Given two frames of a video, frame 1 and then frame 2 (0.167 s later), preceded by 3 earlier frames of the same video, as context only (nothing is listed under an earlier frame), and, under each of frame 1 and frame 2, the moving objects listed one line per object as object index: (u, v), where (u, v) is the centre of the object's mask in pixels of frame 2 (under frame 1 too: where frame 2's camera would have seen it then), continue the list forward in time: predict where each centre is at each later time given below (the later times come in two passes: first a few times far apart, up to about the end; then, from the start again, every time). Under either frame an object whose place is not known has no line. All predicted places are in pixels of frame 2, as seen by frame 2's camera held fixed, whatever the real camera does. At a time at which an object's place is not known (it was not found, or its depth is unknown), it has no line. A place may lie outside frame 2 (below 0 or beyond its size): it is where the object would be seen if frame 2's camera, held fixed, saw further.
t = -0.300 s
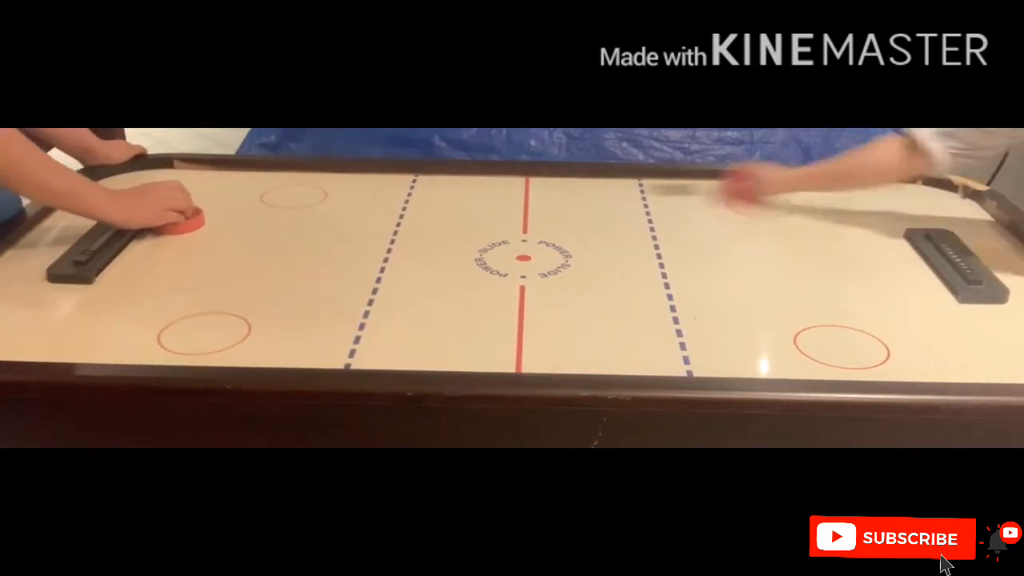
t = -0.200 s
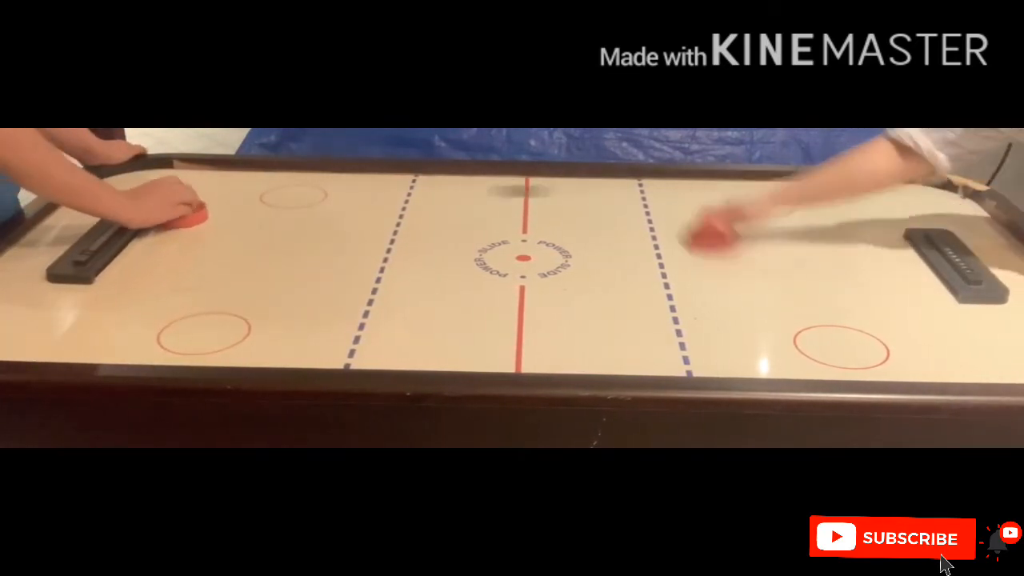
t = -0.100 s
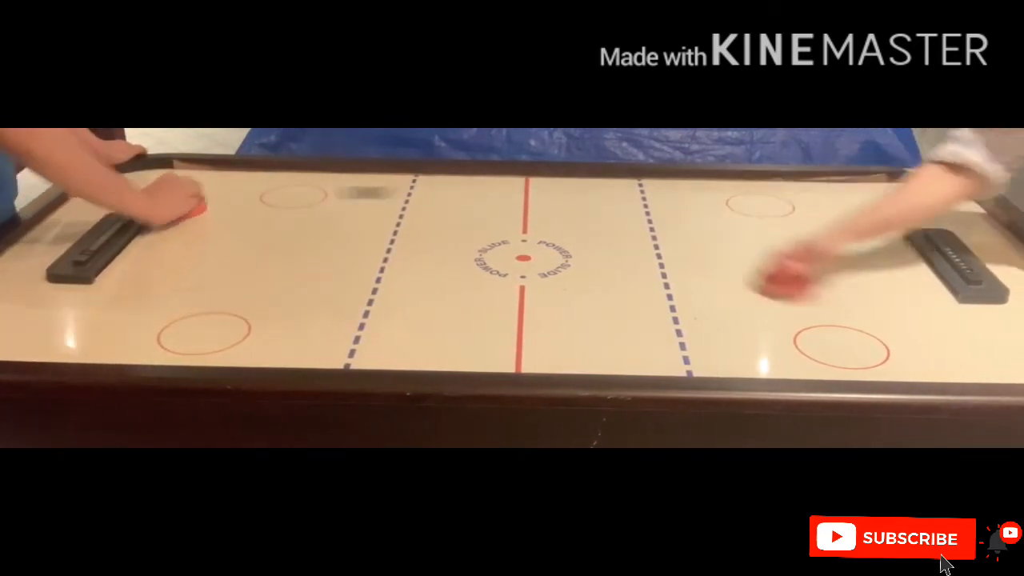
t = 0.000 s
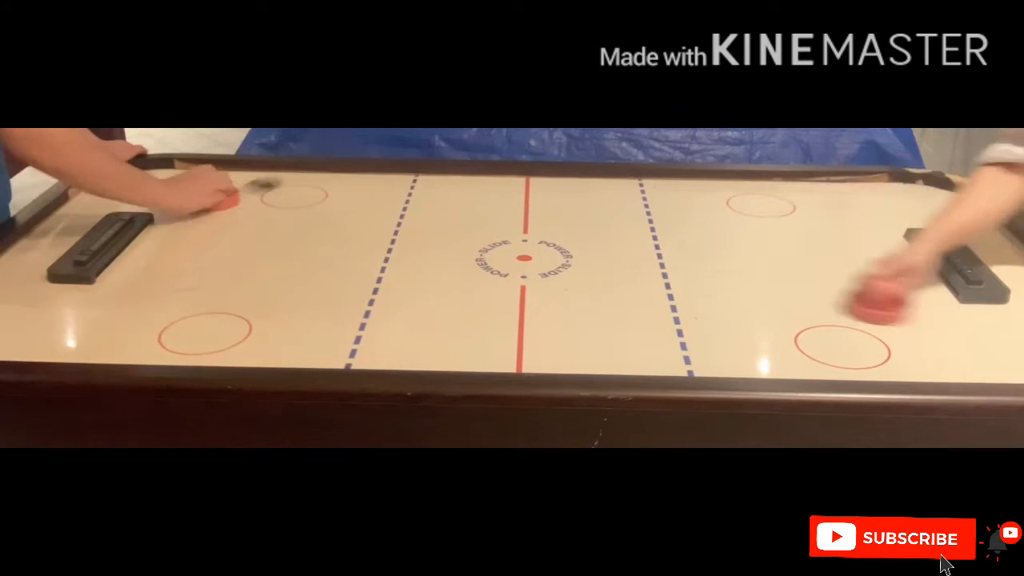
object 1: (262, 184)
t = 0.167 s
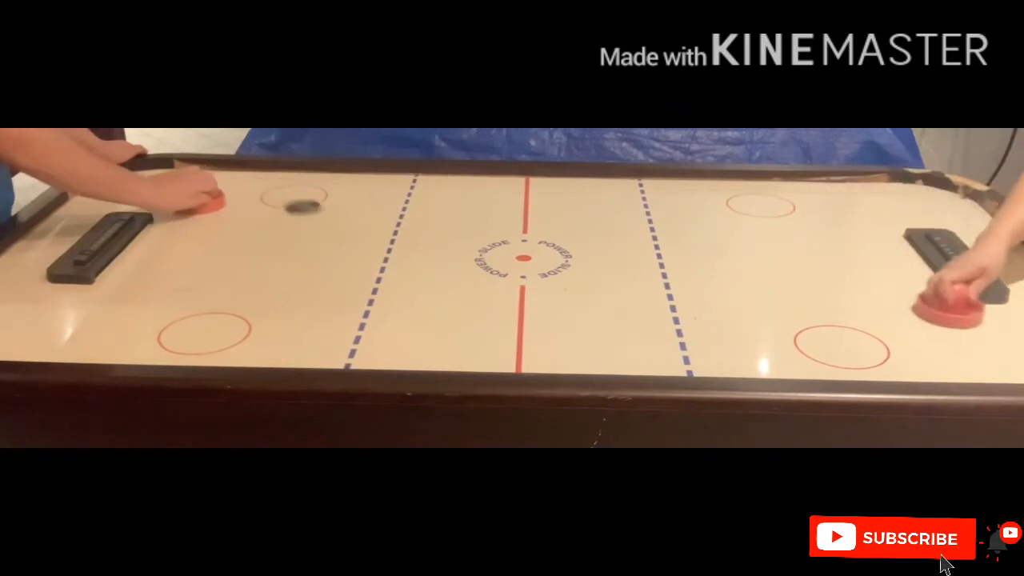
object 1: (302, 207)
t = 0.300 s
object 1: (331, 238)
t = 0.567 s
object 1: (401, 317)
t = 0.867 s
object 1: (486, 339)
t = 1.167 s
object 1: (538, 284)
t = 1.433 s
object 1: (574, 249)
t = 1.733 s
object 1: (607, 216)
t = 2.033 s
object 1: (637, 187)
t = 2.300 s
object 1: (656, 199)
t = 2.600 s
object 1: (681, 216)
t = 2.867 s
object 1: (705, 232)
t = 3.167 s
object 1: (737, 250)
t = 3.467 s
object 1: (771, 267)
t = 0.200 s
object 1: (309, 214)
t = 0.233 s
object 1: (316, 222)
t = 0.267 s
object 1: (323, 230)
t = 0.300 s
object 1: (331, 238)
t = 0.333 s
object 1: (338, 246)
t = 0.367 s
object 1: (346, 255)
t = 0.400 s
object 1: (354, 265)
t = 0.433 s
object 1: (363, 274)
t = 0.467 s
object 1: (371, 284)
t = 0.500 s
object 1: (381, 295)
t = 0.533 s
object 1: (391, 305)
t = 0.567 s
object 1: (401, 317)
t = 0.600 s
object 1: (412, 329)
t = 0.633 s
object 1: (424, 340)
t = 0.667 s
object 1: (434, 353)
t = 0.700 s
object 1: (448, 363)
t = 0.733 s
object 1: (457, 365)
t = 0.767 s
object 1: (465, 360)
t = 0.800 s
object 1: (472, 353)
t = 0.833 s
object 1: (479, 346)
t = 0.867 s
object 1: (486, 339)
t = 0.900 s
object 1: (493, 331)
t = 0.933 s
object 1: (499, 325)
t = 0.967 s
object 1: (505, 318)
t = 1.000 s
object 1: (512, 311)
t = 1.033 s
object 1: (518, 306)
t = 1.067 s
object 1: (523, 300)
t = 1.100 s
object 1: (529, 294)
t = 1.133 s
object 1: (534, 289)
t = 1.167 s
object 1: (538, 284)
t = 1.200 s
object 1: (543, 279)
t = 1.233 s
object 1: (547, 274)
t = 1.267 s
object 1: (552, 270)
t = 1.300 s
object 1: (556, 266)
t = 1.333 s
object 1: (561, 261)
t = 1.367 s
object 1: (565, 257)
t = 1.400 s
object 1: (569, 253)
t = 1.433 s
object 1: (574, 249)
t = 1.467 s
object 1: (577, 245)
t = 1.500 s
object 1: (582, 241)
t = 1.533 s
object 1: (585, 237)
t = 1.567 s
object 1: (589, 233)
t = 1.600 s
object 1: (593, 230)
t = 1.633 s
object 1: (597, 226)
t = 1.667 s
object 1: (600, 223)
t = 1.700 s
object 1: (604, 219)
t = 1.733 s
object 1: (607, 216)
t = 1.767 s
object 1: (611, 212)
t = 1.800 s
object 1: (614, 209)
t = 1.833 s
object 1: (617, 206)
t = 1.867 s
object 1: (621, 202)
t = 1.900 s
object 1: (624, 199)
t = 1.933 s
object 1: (627, 196)
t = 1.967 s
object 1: (630, 193)
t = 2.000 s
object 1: (634, 190)
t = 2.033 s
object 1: (637, 187)
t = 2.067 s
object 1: (640, 185)
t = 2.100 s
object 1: (642, 187)
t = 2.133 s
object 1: (644, 189)
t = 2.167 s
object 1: (647, 191)
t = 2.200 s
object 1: (649, 193)
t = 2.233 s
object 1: (652, 195)
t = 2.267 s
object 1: (654, 197)
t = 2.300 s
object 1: (656, 199)
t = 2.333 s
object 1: (659, 201)
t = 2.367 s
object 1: (661, 202)
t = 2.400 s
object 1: (664, 205)
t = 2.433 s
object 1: (667, 207)
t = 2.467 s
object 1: (669, 208)
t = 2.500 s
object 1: (672, 210)
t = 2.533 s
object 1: (675, 212)
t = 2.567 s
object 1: (677, 214)
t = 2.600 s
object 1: (681, 216)
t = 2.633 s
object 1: (683, 218)
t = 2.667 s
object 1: (686, 220)
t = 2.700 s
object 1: (689, 222)
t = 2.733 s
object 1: (692, 224)
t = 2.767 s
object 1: (695, 226)
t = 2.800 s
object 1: (699, 228)
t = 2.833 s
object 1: (702, 230)
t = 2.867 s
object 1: (705, 232)
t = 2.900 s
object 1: (708, 234)
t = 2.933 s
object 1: (712, 236)
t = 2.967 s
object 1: (715, 238)
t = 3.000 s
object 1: (719, 240)
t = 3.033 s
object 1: (723, 242)
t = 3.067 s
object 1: (726, 244)
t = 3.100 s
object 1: (729, 246)
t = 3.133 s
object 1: (733, 248)
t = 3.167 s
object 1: (737, 250)
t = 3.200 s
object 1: (740, 251)
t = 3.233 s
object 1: (744, 253)
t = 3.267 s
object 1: (748, 255)
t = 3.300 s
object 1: (752, 257)
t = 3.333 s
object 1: (755, 259)
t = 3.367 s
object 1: (759, 261)
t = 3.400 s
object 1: (763, 263)
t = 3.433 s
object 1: (767, 265)
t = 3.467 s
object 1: (771, 267)
